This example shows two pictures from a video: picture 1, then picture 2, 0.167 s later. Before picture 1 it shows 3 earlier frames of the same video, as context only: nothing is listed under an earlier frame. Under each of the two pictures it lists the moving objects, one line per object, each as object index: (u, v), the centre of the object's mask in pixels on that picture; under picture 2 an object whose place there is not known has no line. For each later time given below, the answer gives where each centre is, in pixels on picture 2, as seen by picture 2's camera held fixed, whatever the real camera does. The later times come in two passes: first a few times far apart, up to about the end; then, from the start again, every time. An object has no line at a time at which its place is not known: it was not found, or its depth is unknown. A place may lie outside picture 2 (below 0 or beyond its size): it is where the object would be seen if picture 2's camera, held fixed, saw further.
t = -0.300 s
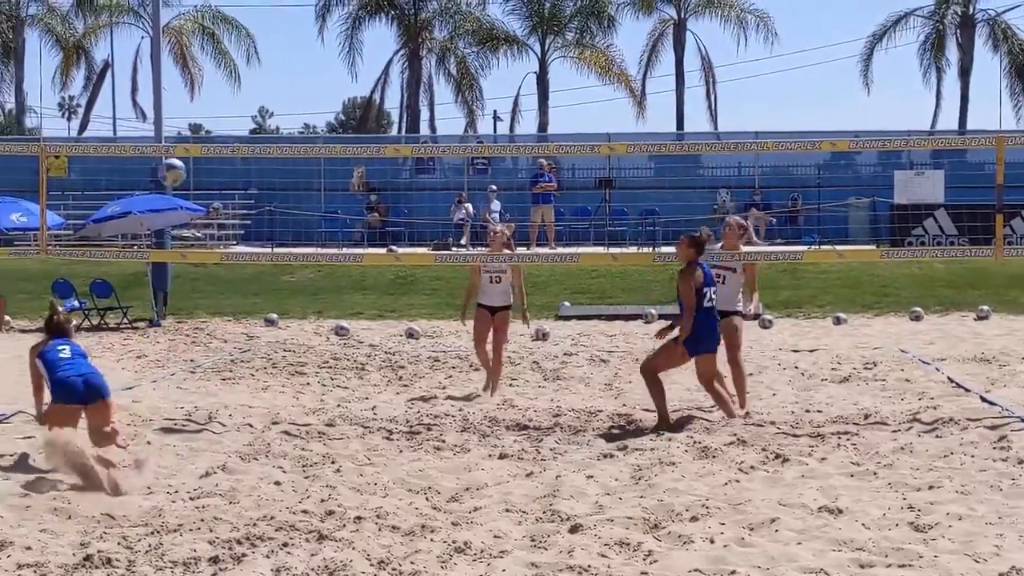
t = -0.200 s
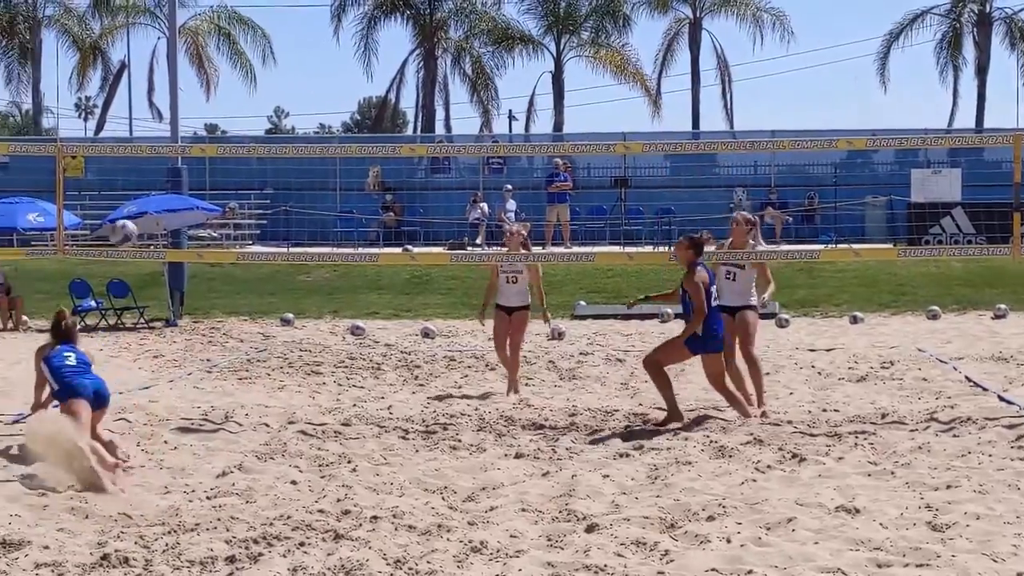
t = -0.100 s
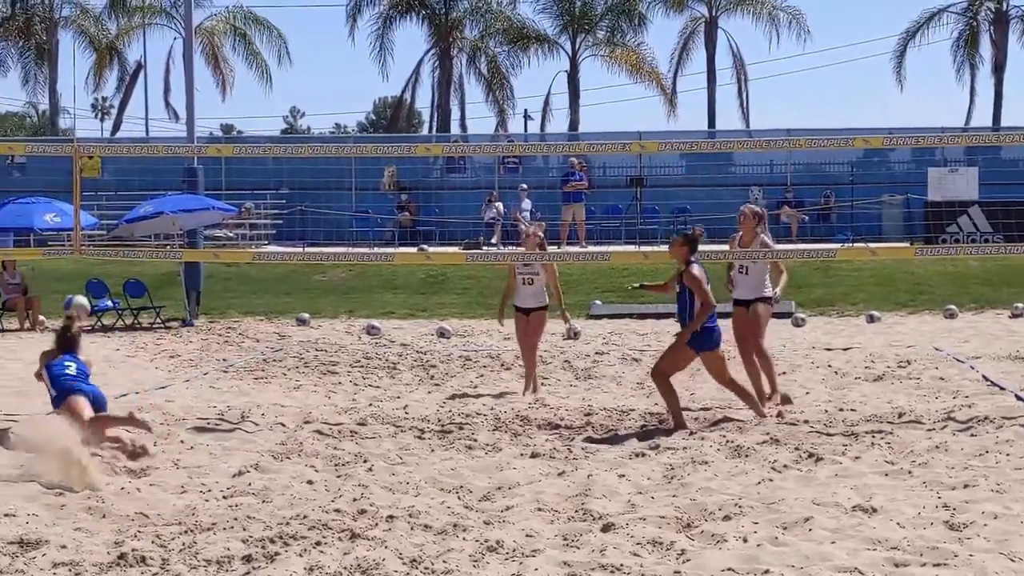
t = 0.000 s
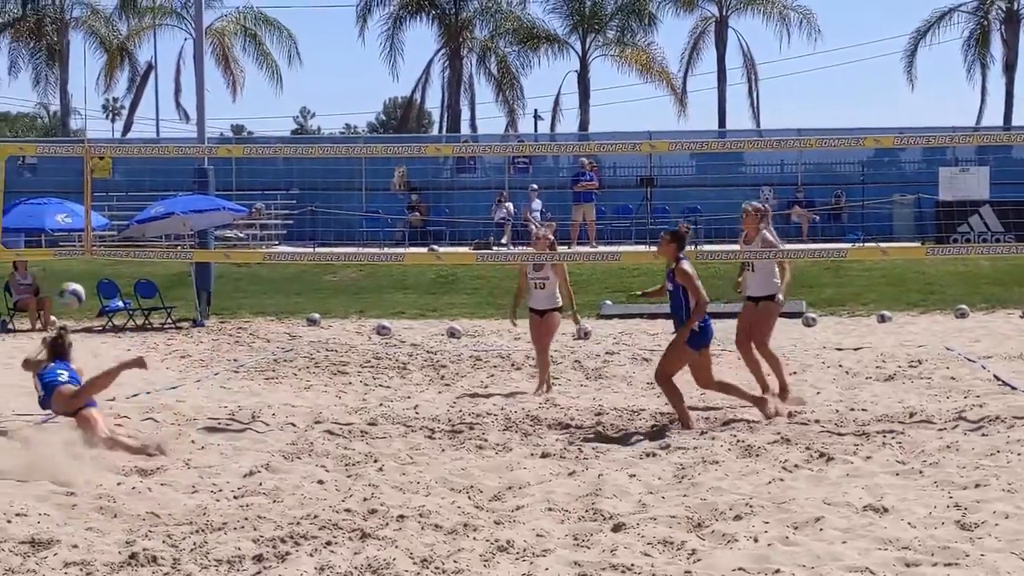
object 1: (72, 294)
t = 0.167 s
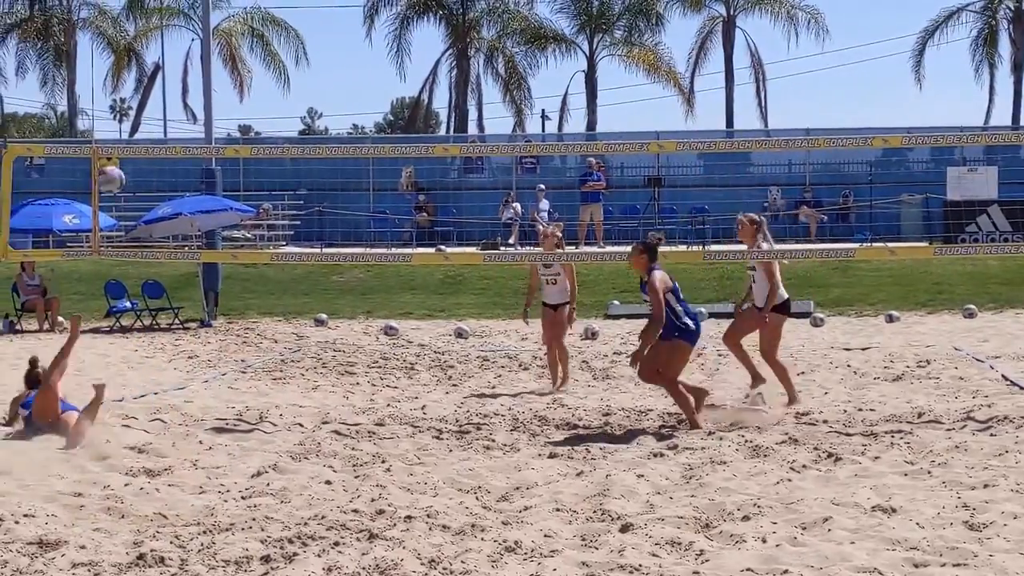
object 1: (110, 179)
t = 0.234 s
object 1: (127, 142)
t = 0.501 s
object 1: (173, 54)
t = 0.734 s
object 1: (218, 47)
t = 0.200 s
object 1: (118, 160)
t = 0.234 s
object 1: (127, 142)
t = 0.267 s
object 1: (129, 128)
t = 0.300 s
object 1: (137, 114)
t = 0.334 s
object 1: (142, 100)
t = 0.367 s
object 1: (148, 89)
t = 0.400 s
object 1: (156, 78)
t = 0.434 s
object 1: (163, 69)
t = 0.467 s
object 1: (166, 61)
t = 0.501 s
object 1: (173, 54)
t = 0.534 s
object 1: (179, 50)
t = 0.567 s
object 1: (184, 46)
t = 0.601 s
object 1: (191, 43)
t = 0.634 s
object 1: (197, 41)
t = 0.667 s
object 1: (203, 42)
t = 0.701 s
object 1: (210, 44)
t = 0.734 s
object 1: (218, 47)
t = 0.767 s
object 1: (224, 51)
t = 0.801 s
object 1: (230, 57)
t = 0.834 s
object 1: (236, 64)
